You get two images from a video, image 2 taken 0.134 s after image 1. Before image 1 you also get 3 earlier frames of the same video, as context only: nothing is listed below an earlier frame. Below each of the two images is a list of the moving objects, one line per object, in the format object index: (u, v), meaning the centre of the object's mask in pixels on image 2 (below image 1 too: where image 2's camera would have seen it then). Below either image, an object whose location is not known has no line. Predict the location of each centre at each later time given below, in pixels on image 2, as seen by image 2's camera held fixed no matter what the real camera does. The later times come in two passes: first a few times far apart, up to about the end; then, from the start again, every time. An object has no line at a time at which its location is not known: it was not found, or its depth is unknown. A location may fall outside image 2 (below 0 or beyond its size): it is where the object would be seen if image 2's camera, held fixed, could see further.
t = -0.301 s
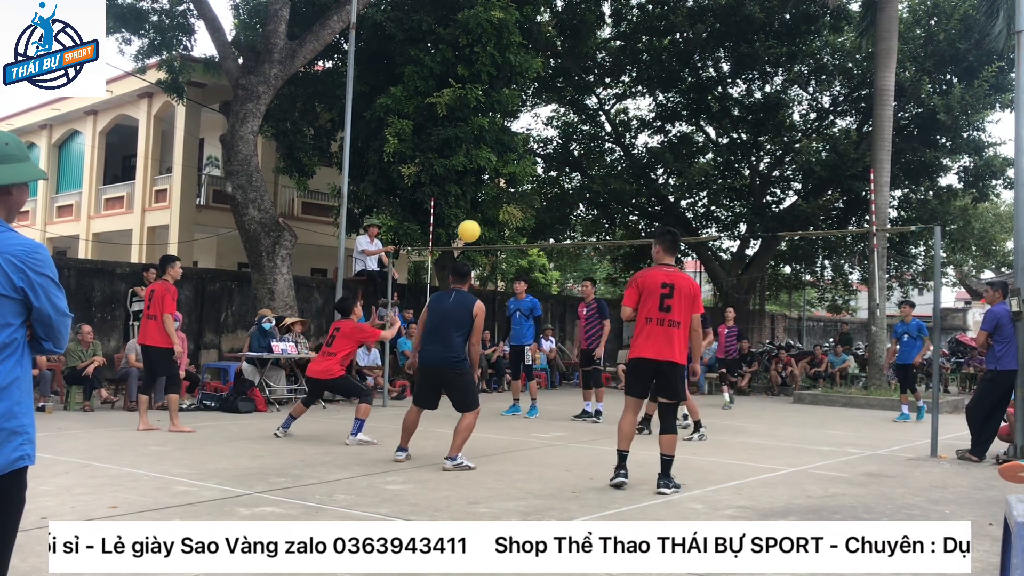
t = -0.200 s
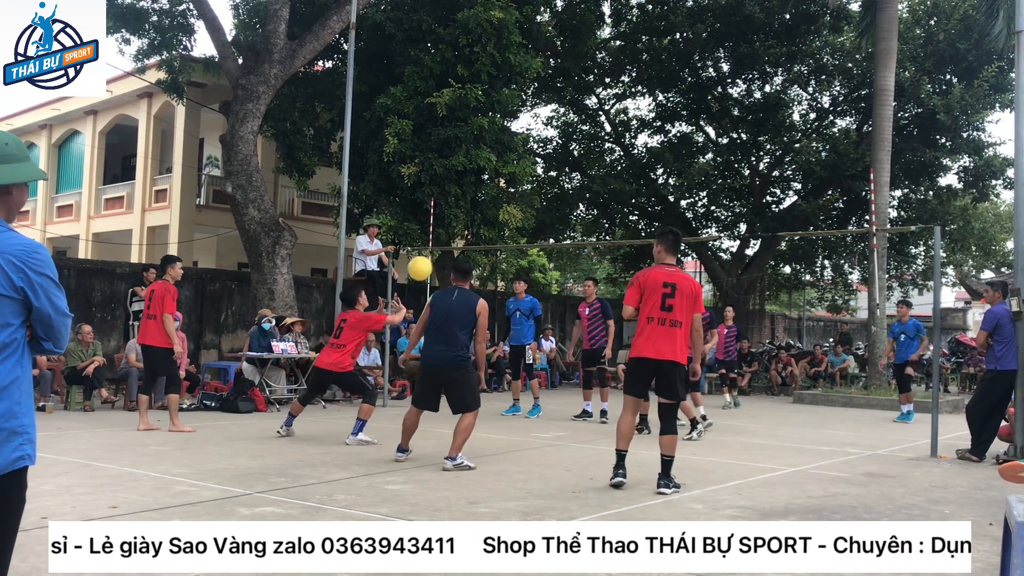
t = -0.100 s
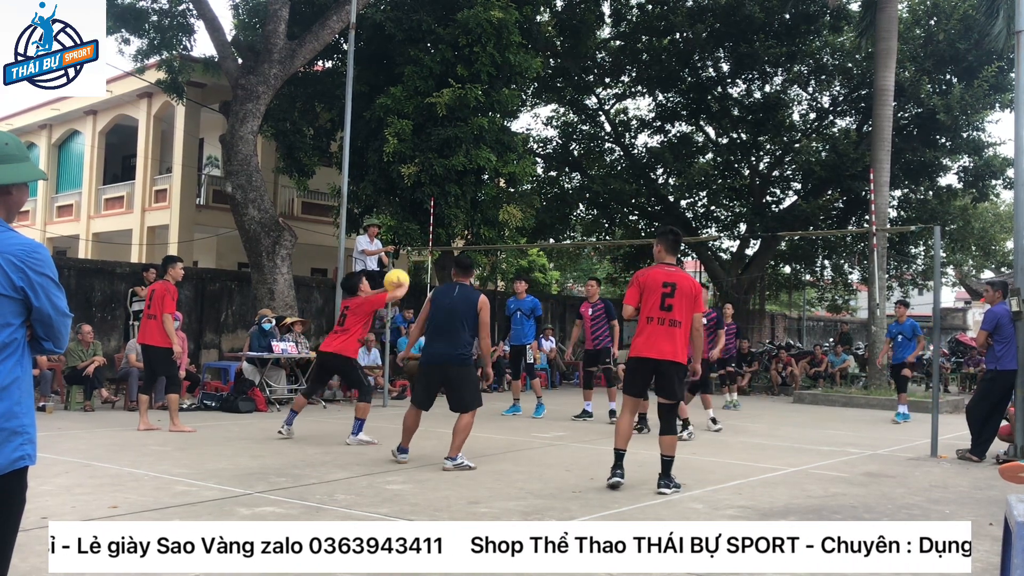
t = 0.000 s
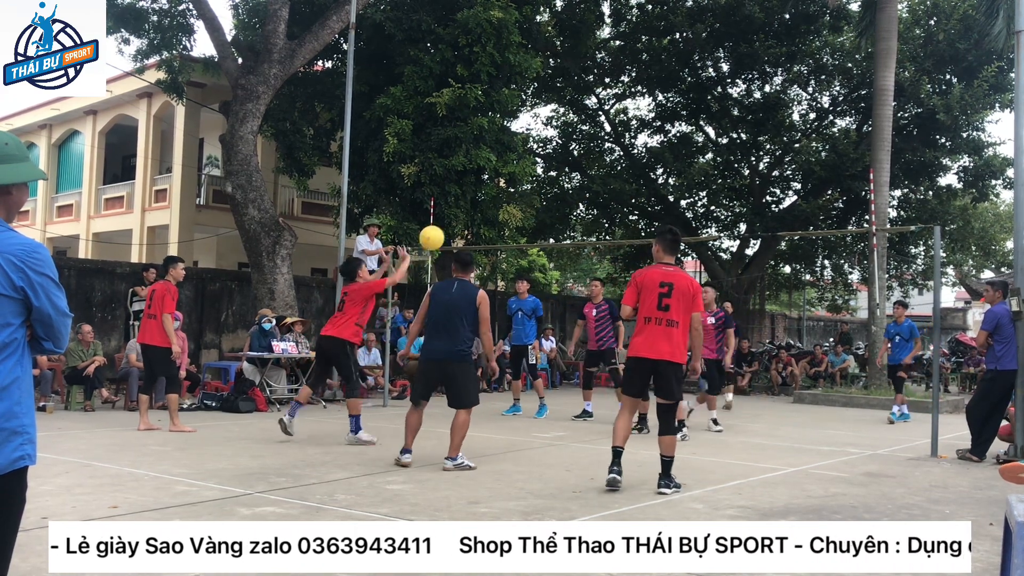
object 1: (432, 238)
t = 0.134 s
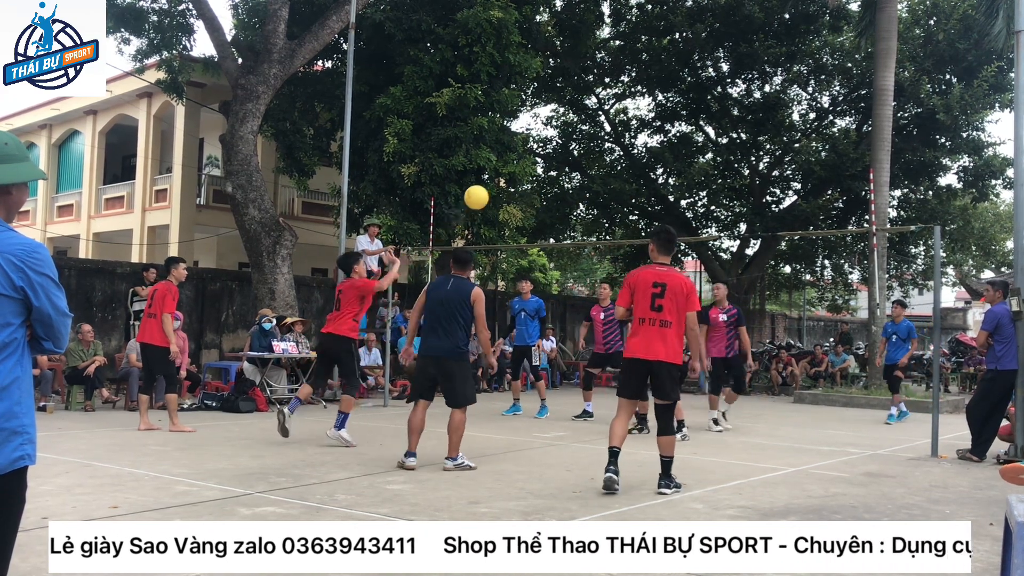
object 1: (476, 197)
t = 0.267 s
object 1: (515, 176)
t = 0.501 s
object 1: (574, 181)
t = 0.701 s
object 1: (620, 223)
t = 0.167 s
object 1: (486, 190)
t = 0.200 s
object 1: (496, 185)
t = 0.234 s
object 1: (506, 180)
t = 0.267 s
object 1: (515, 176)
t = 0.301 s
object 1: (524, 174)
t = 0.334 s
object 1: (533, 172)
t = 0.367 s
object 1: (541, 172)
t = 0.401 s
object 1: (550, 173)
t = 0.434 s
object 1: (558, 175)
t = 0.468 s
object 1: (566, 177)
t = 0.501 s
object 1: (574, 181)
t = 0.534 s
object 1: (582, 186)
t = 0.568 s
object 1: (590, 191)
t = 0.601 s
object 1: (597, 198)
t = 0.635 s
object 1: (605, 205)
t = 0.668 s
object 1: (613, 213)
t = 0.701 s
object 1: (620, 223)
